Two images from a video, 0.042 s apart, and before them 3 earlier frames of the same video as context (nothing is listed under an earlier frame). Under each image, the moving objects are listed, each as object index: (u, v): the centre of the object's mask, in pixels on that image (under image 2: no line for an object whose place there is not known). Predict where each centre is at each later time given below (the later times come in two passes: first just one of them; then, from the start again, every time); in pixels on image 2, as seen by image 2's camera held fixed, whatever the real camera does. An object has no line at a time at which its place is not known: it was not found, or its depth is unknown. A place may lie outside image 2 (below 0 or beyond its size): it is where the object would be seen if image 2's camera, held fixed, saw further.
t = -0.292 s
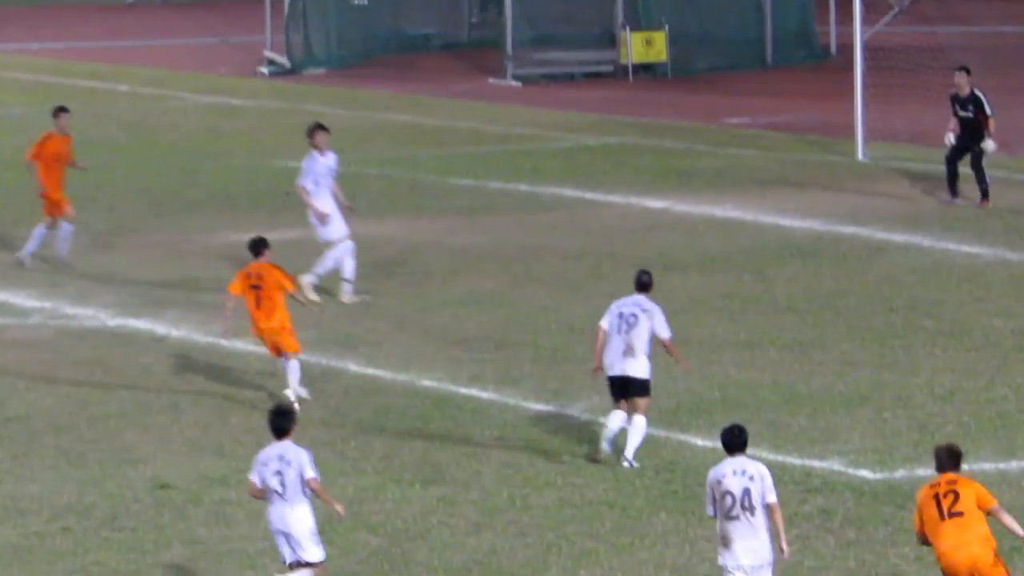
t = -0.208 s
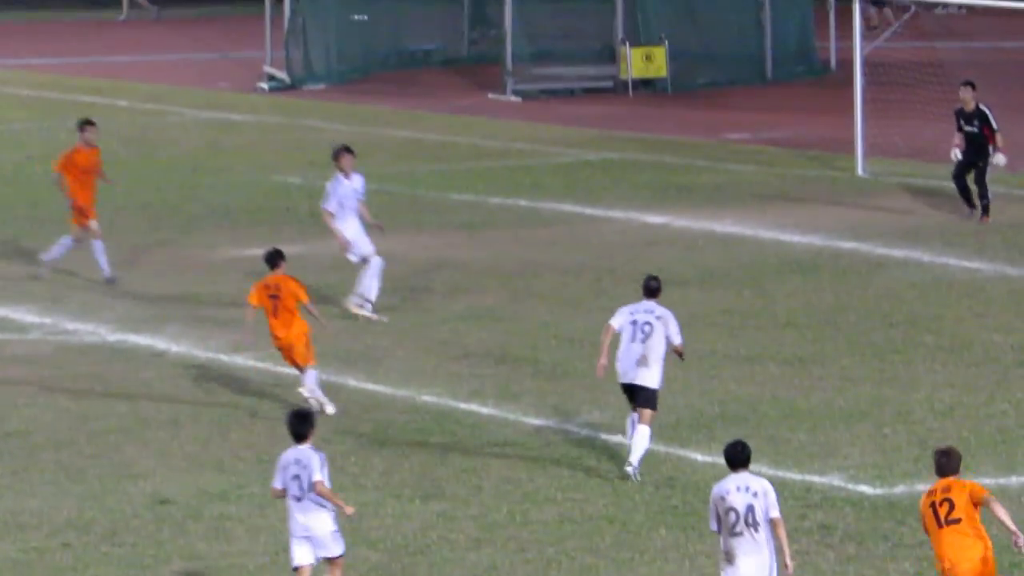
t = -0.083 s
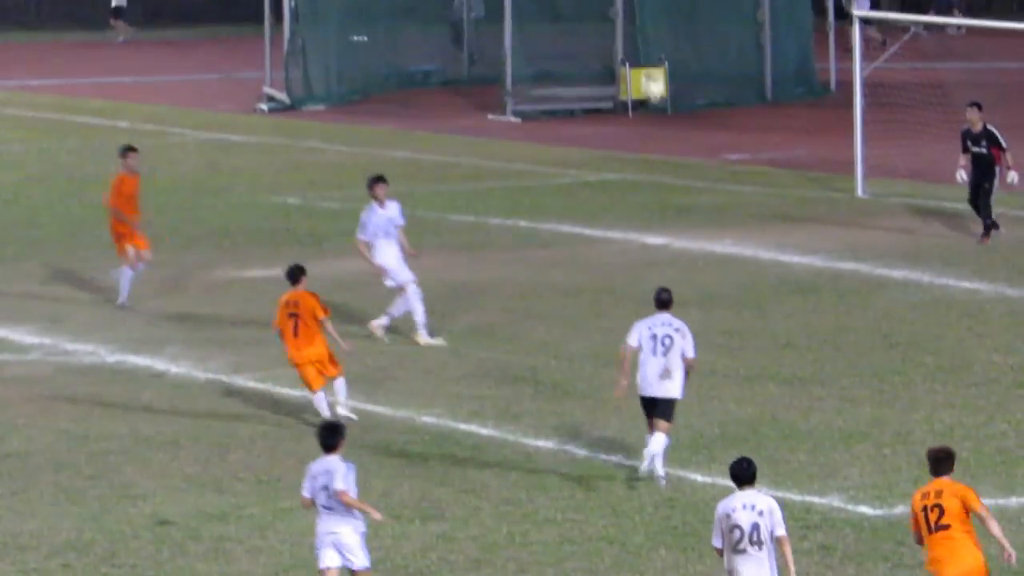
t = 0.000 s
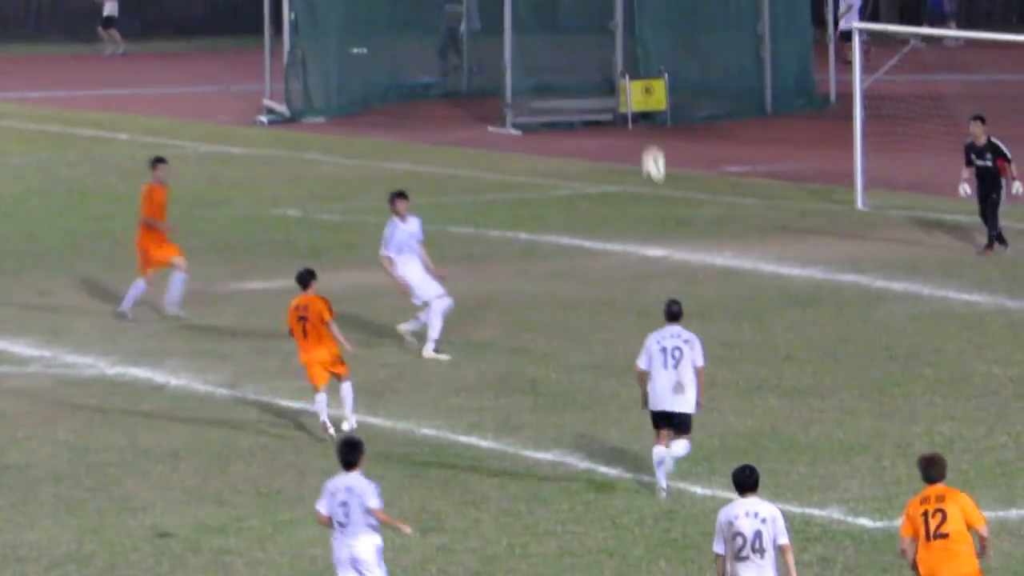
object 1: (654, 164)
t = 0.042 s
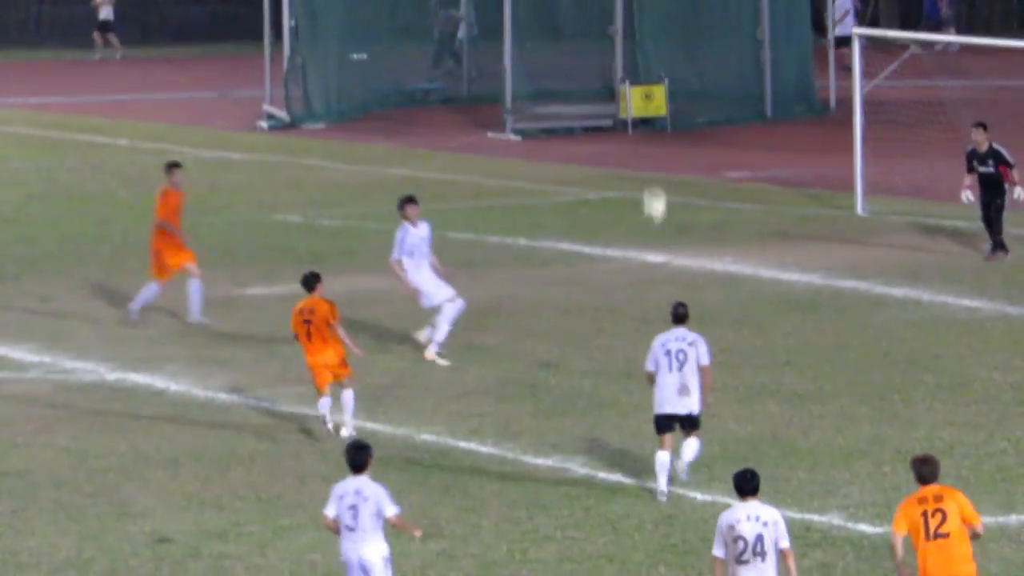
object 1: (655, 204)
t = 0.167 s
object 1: (658, 319)
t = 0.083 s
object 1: (655, 241)
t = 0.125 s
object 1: (657, 280)
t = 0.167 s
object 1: (658, 319)
